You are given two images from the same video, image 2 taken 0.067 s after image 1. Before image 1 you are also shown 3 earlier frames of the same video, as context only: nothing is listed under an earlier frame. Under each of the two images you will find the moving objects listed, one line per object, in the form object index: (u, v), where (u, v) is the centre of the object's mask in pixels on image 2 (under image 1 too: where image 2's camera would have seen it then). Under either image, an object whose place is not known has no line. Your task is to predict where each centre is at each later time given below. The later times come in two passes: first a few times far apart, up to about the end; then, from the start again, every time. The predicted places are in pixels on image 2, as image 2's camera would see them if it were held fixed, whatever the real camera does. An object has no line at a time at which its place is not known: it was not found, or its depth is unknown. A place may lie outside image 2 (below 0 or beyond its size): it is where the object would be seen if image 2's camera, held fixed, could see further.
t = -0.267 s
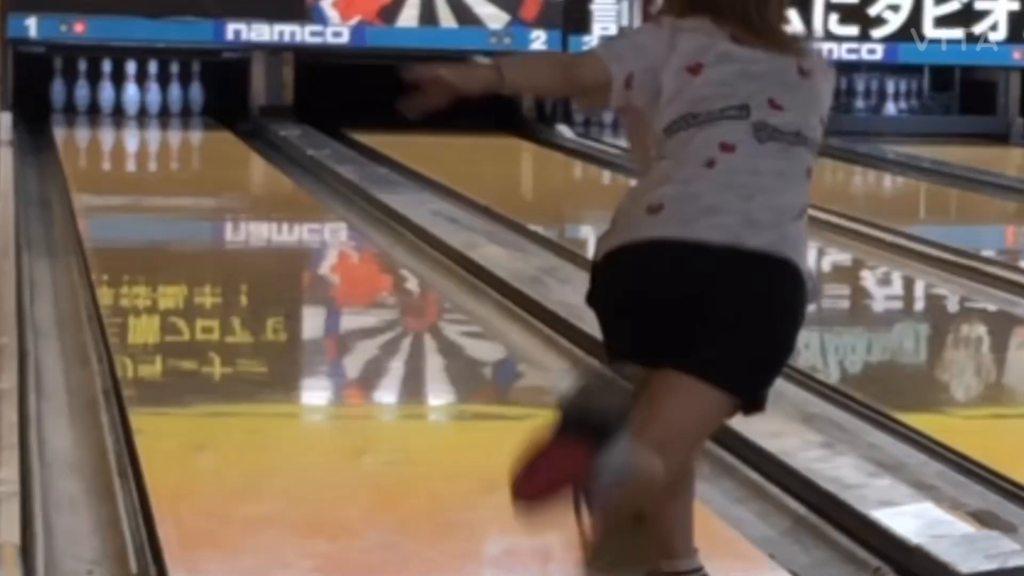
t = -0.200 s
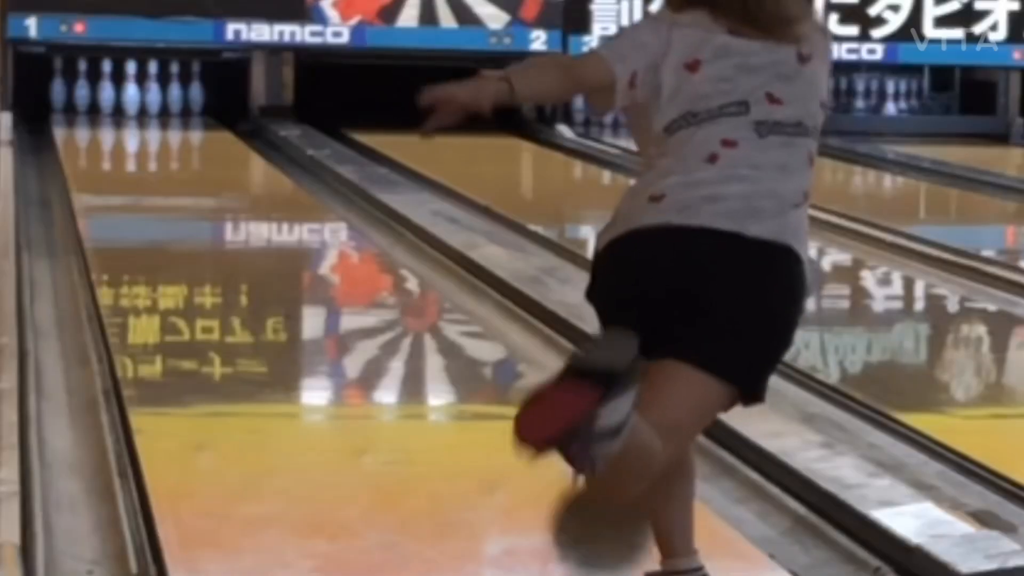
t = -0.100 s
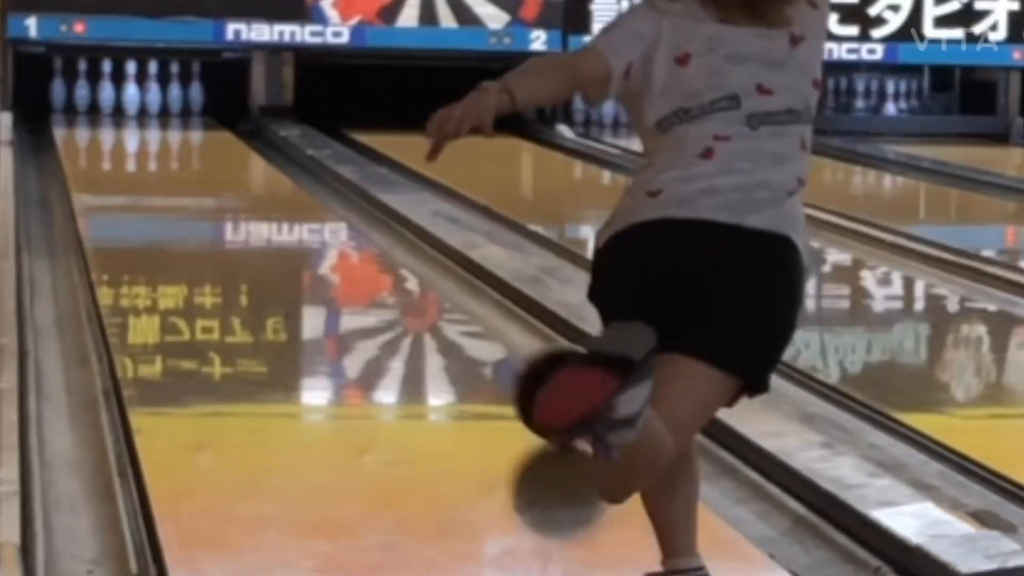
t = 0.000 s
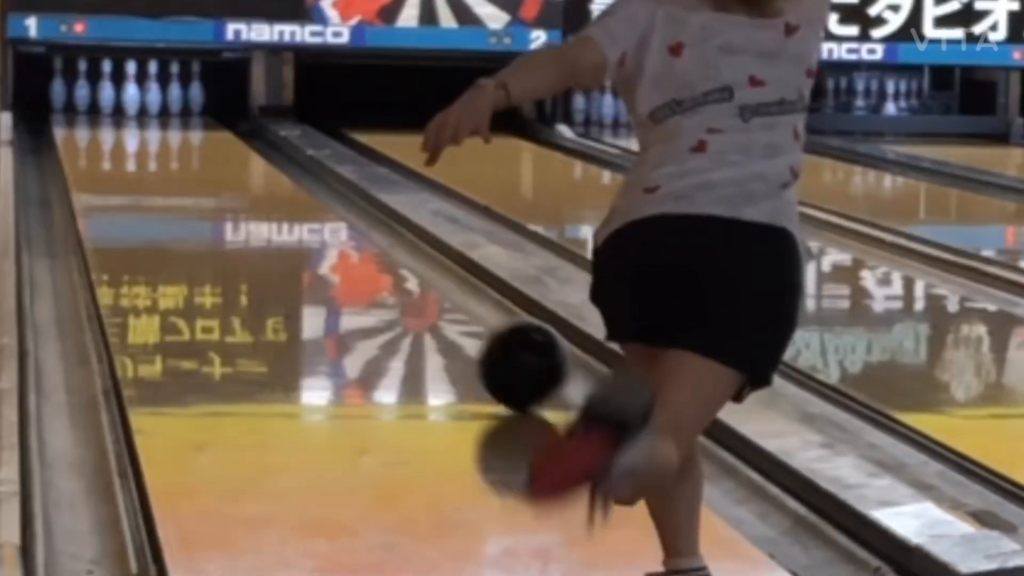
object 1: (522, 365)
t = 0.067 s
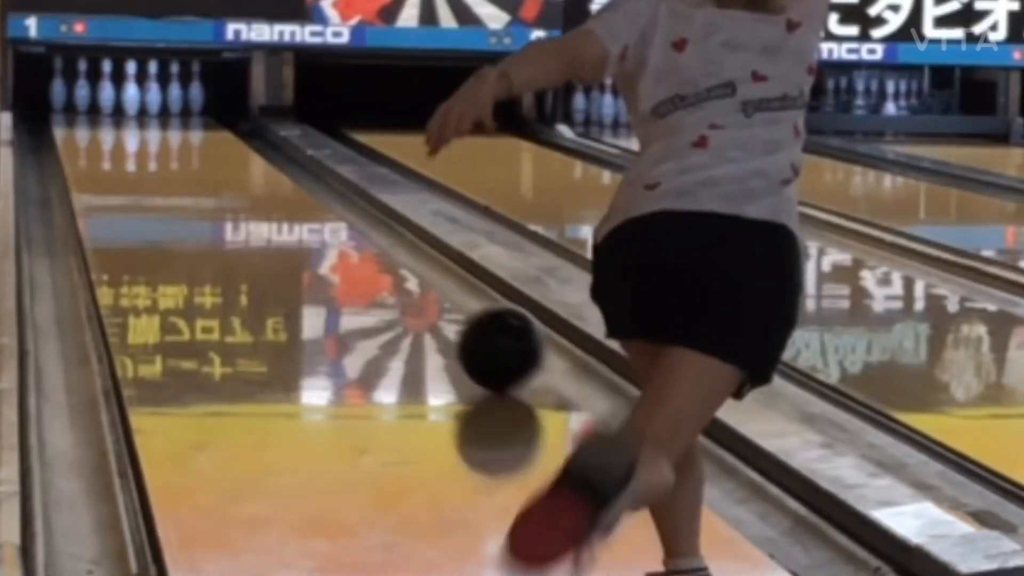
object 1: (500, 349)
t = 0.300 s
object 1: (432, 299)
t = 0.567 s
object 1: (370, 257)
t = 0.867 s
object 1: (315, 223)
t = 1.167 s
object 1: (269, 194)
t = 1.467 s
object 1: (231, 171)
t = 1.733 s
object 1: (202, 155)
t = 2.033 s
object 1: (173, 140)
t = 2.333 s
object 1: (147, 127)
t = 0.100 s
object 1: (490, 341)
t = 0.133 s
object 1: (479, 333)
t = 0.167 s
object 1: (468, 325)
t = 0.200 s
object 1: (459, 318)
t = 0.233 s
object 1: (450, 312)
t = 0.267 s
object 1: (441, 305)
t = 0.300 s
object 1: (432, 299)
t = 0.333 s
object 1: (423, 293)
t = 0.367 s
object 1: (416, 287)
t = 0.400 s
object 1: (407, 282)
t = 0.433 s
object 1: (400, 276)
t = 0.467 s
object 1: (392, 271)
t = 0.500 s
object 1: (385, 266)
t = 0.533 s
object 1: (378, 261)
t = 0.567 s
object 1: (370, 257)
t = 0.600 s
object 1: (364, 253)
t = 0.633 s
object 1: (357, 249)
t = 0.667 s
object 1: (351, 244)
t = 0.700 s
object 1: (345, 240)
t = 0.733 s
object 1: (339, 237)
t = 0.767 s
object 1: (333, 233)
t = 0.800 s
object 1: (327, 229)
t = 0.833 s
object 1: (320, 226)
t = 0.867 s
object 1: (315, 223)
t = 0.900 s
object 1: (309, 220)
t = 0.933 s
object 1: (304, 216)
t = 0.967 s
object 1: (299, 212)
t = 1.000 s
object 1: (294, 208)
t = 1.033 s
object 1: (289, 206)
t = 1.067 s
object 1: (284, 203)
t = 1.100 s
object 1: (279, 200)
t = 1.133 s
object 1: (274, 197)
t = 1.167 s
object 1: (269, 194)
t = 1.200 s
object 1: (264, 192)
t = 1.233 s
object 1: (259, 190)
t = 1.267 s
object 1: (255, 187)
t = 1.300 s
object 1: (251, 184)
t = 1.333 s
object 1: (248, 181)
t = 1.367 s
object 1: (243, 179)
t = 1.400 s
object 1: (239, 176)
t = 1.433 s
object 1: (235, 174)
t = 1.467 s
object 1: (231, 171)
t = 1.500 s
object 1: (227, 169)
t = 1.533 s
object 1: (223, 168)
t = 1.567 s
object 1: (219, 165)
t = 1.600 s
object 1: (215, 163)
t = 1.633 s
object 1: (212, 161)
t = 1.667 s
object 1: (208, 159)
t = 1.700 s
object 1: (205, 157)
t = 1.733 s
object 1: (202, 155)
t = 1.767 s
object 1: (198, 154)
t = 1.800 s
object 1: (194, 152)
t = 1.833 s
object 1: (191, 150)
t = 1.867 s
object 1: (188, 148)
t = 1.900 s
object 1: (185, 147)
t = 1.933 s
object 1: (182, 145)
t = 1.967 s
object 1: (179, 144)
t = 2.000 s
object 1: (176, 141)
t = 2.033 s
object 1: (173, 140)
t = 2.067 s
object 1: (169, 138)
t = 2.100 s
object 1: (167, 137)
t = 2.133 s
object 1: (164, 135)
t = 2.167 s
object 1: (161, 133)
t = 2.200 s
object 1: (159, 132)
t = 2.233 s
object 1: (156, 131)
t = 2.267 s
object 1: (153, 130)
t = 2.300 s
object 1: (149, 128)
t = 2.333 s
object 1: (147, 127)
